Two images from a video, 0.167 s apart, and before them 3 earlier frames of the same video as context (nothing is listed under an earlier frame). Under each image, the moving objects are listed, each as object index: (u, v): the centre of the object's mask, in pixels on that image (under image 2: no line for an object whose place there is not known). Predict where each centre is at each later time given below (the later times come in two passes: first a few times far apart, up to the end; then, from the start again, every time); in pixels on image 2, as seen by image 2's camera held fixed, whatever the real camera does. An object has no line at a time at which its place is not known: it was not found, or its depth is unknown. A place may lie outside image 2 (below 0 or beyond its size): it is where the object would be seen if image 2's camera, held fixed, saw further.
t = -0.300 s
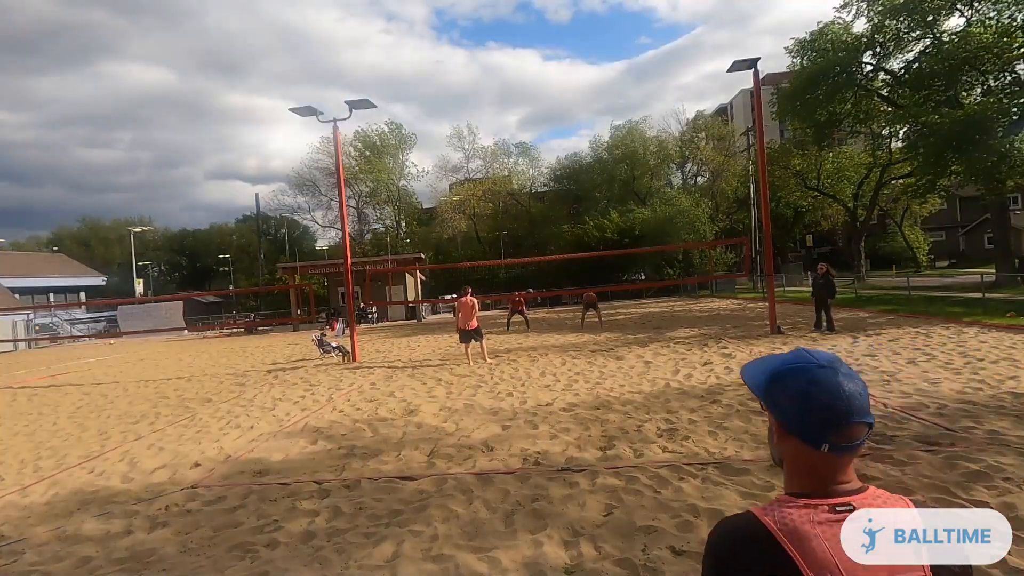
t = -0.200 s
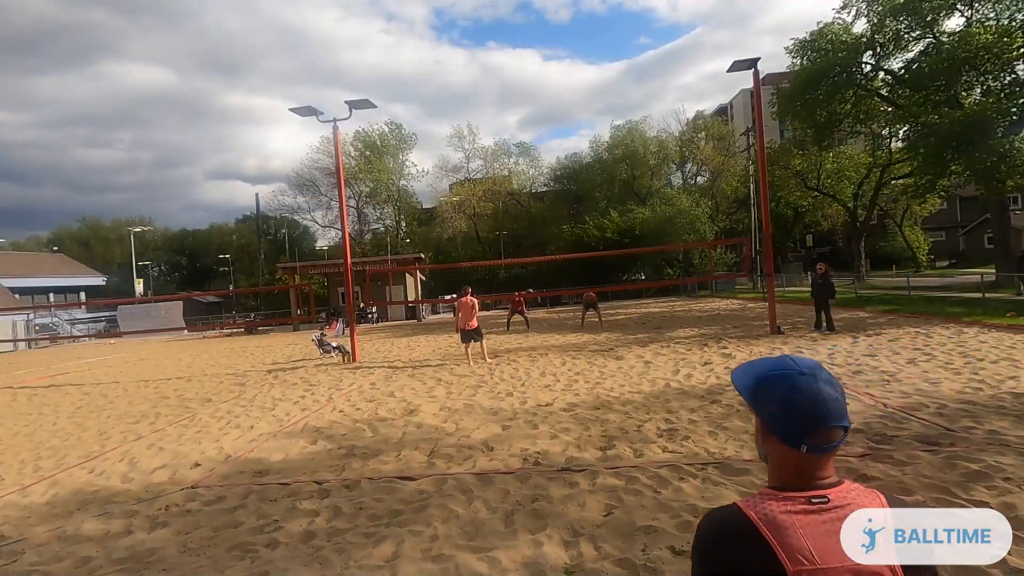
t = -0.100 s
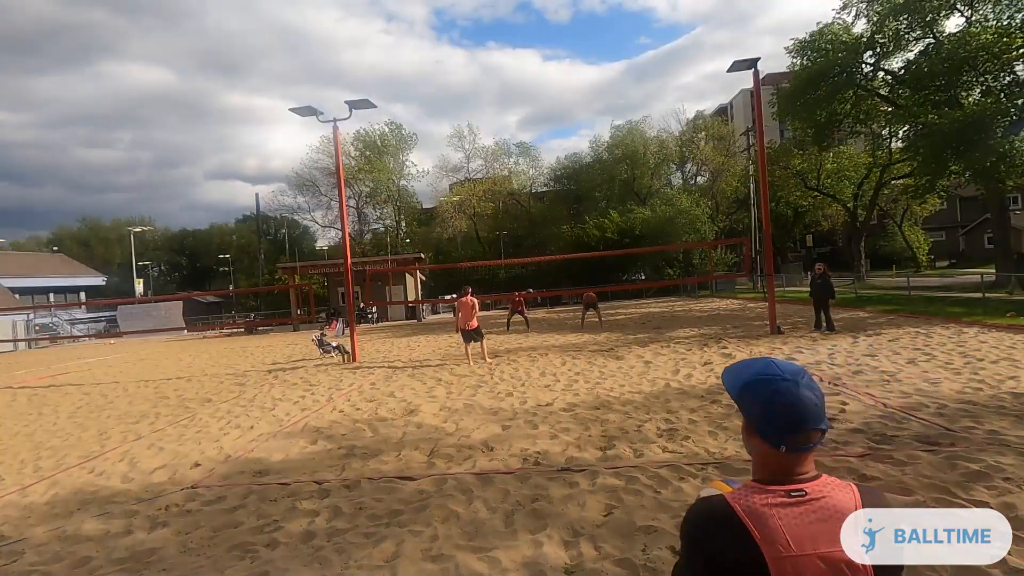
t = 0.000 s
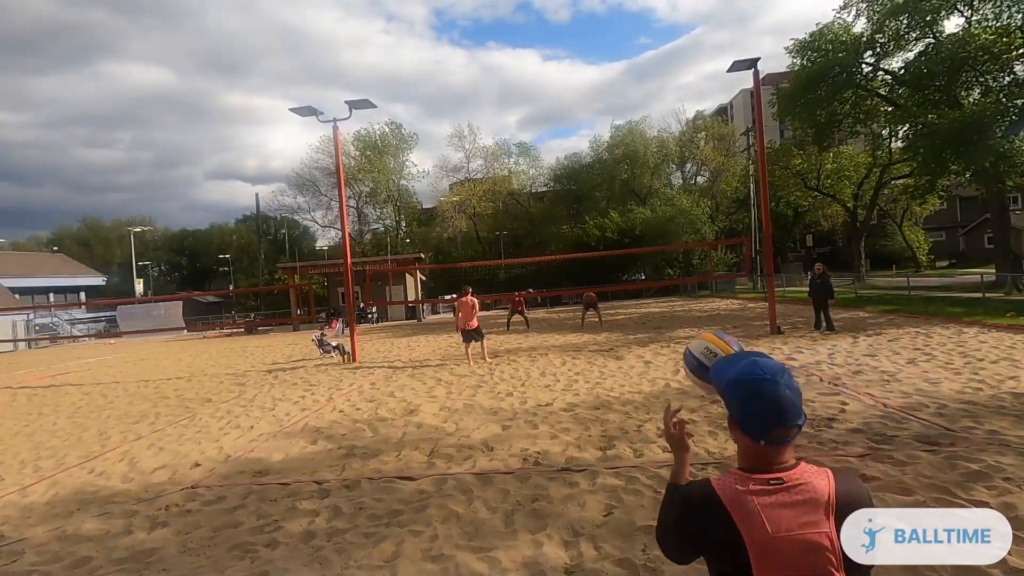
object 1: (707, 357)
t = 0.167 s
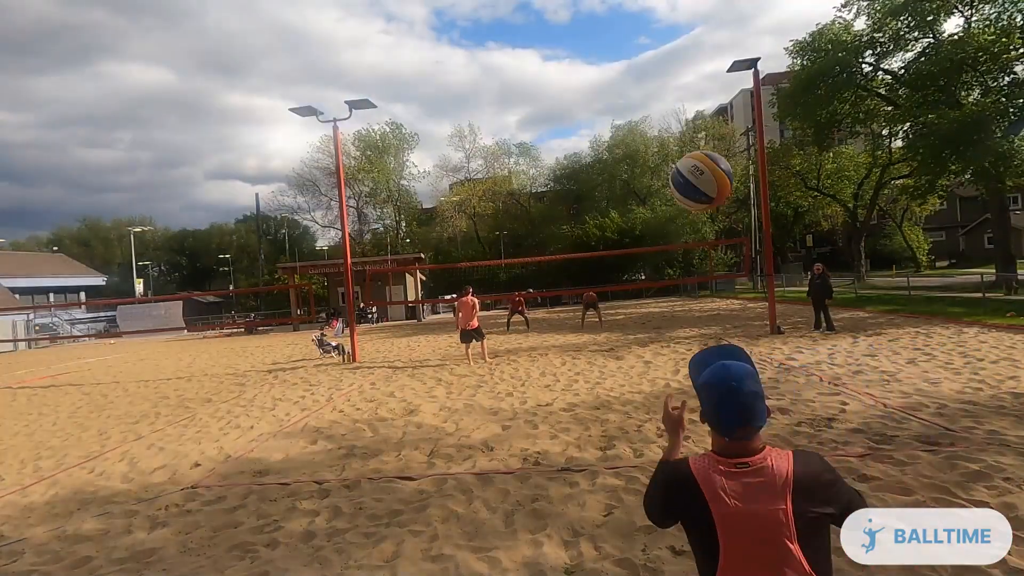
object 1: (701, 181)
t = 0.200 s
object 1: (699, 155)
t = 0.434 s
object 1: (691, 63)
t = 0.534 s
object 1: (691, 69)
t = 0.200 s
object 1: (699, 155)
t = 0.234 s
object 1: (698, 132)
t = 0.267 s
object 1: (696, 113)
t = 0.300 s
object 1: (694, 97)
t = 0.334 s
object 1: (693, 84)
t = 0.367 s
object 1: (692, 74)
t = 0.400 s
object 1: (691, 67)
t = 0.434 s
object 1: (691, 63)
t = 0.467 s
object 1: (691, 62)
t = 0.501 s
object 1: (691, 64)
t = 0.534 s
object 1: (691, 69)
